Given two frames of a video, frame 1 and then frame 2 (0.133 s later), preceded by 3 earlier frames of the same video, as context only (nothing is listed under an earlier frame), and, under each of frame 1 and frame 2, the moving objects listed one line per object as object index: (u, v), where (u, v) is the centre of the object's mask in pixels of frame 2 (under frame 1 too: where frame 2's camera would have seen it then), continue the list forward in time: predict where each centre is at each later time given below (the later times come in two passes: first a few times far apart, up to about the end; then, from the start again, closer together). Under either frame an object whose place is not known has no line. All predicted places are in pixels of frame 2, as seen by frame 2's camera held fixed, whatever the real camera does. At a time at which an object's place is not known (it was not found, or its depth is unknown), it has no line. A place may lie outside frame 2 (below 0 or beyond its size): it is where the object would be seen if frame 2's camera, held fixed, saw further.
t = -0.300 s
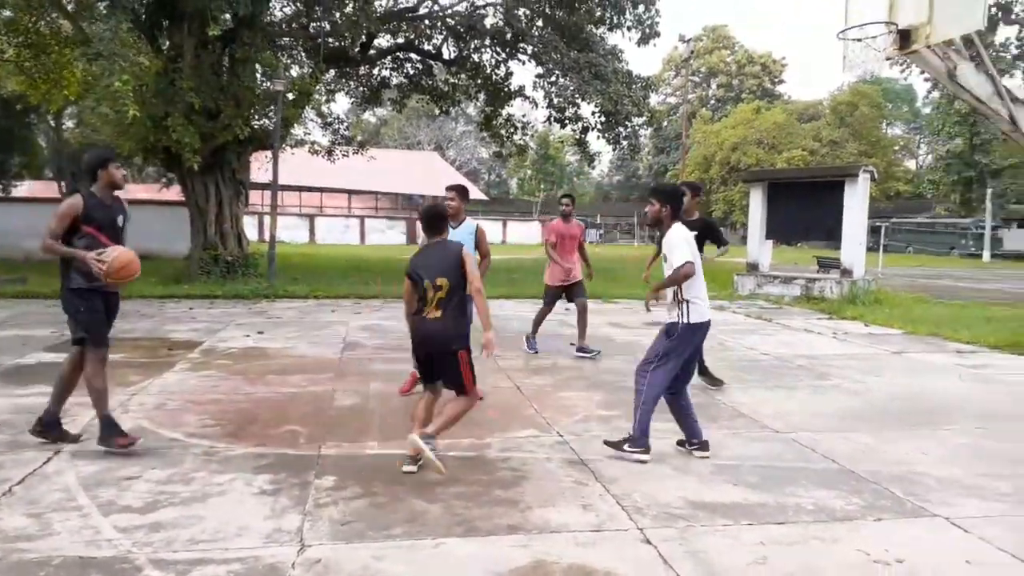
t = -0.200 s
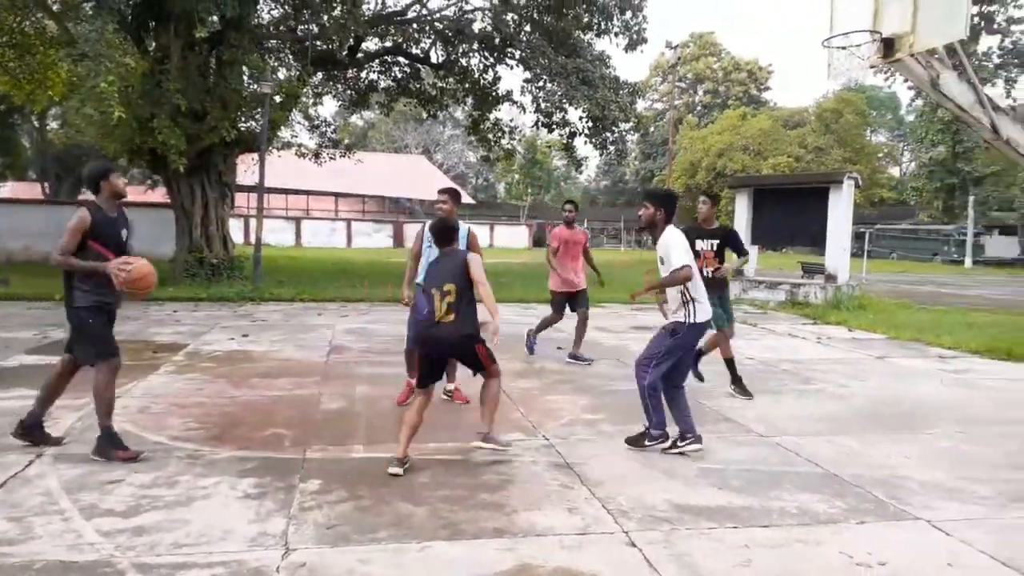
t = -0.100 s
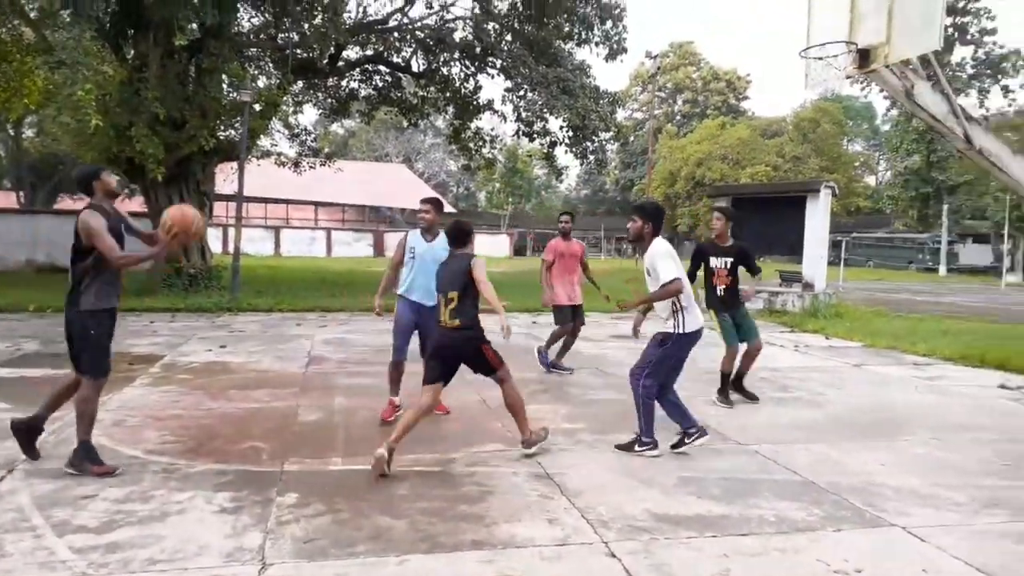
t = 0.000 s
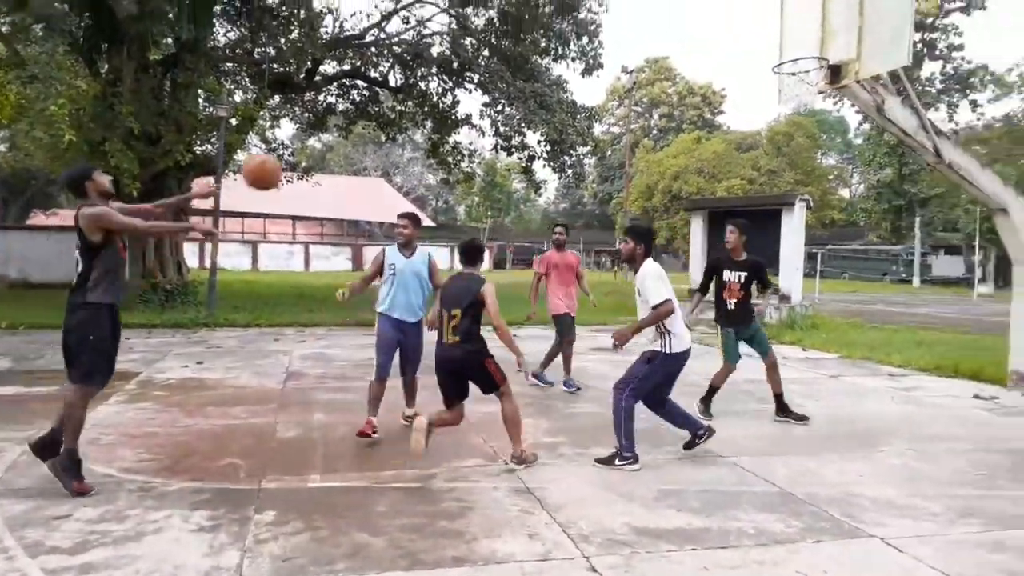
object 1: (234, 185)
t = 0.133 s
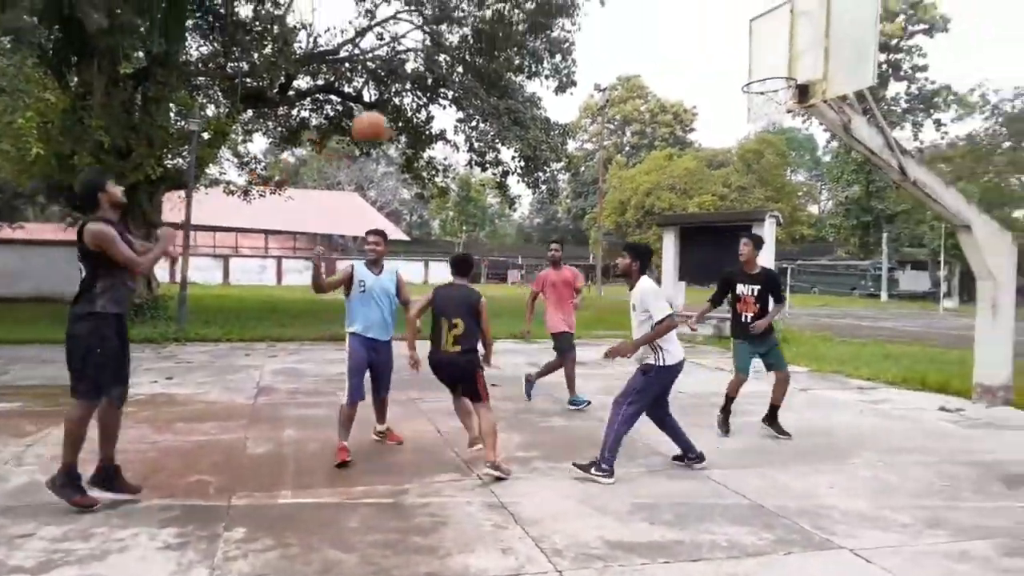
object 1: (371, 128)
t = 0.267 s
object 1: (489, 103)
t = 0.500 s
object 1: (659, 118)
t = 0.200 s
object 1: (431, 113)
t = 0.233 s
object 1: (461, 107)
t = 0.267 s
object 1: (489, 103)
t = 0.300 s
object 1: (515, 101)
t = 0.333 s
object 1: (543, 100)
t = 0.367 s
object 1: (567, 101)
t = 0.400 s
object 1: (592, 103)
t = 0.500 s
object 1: (659, 118)
